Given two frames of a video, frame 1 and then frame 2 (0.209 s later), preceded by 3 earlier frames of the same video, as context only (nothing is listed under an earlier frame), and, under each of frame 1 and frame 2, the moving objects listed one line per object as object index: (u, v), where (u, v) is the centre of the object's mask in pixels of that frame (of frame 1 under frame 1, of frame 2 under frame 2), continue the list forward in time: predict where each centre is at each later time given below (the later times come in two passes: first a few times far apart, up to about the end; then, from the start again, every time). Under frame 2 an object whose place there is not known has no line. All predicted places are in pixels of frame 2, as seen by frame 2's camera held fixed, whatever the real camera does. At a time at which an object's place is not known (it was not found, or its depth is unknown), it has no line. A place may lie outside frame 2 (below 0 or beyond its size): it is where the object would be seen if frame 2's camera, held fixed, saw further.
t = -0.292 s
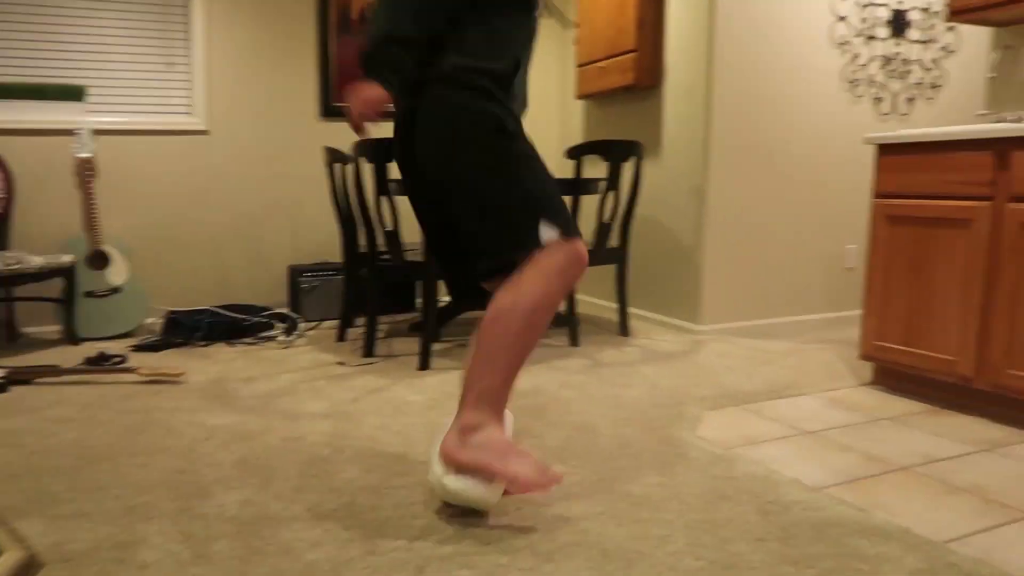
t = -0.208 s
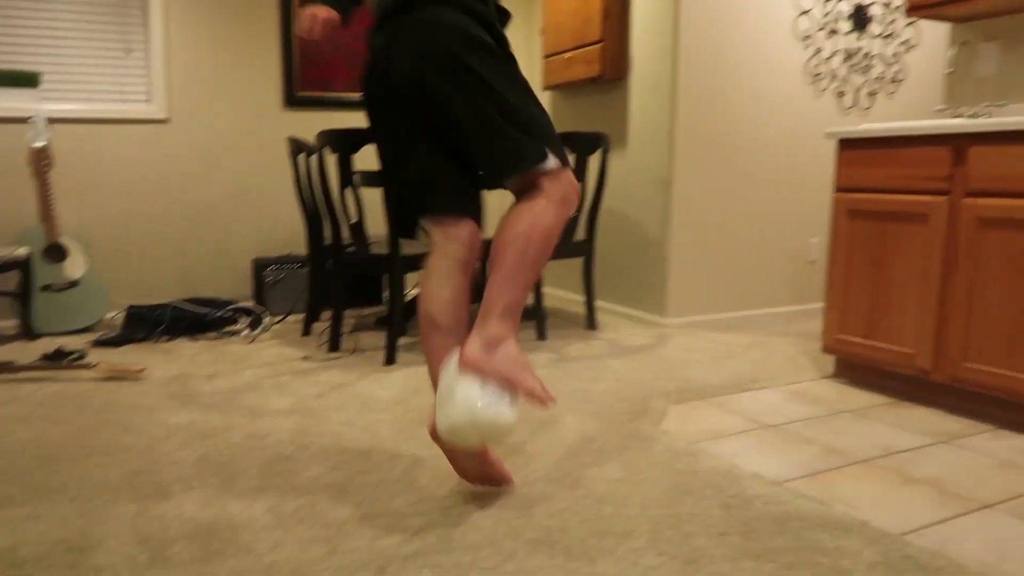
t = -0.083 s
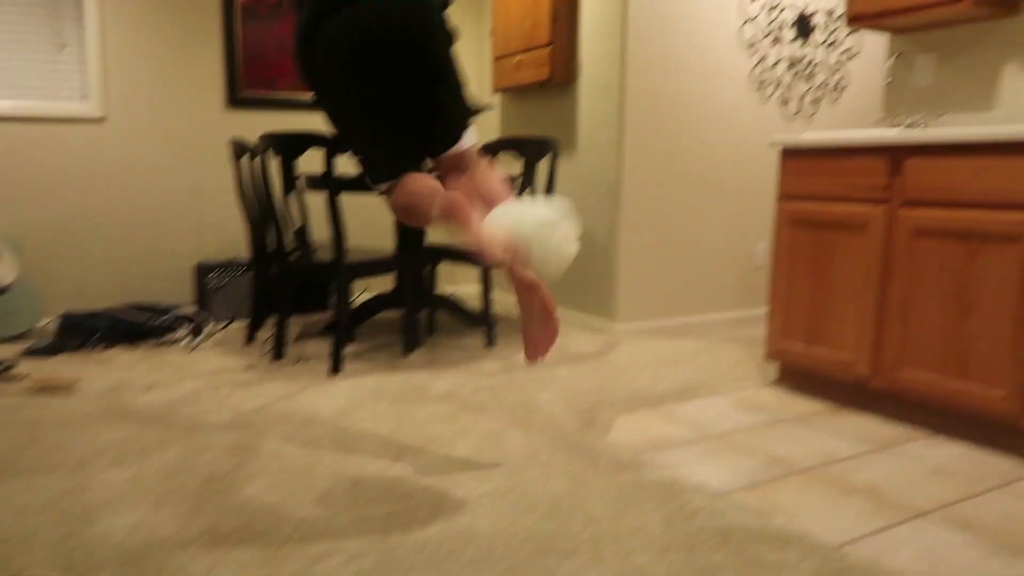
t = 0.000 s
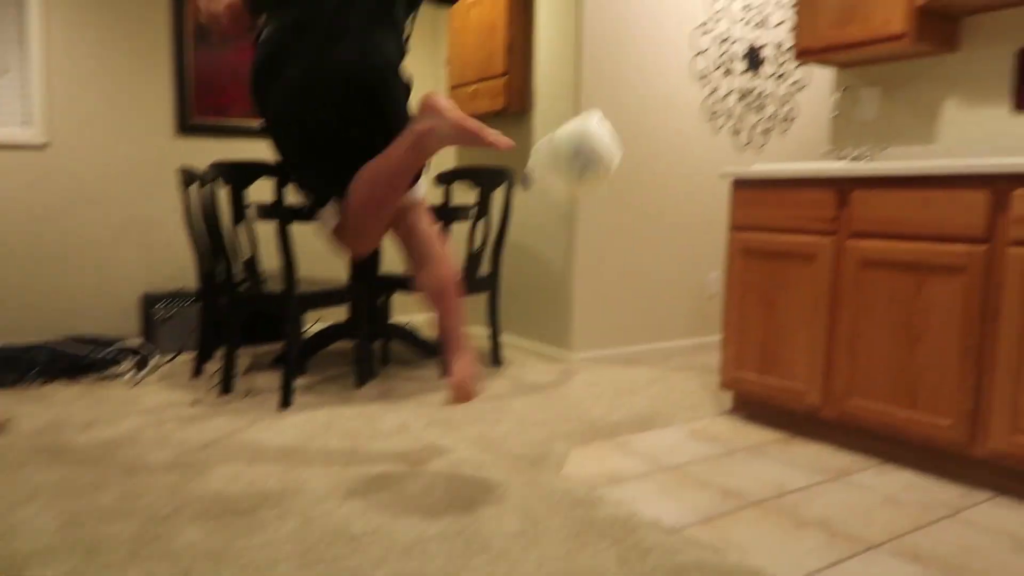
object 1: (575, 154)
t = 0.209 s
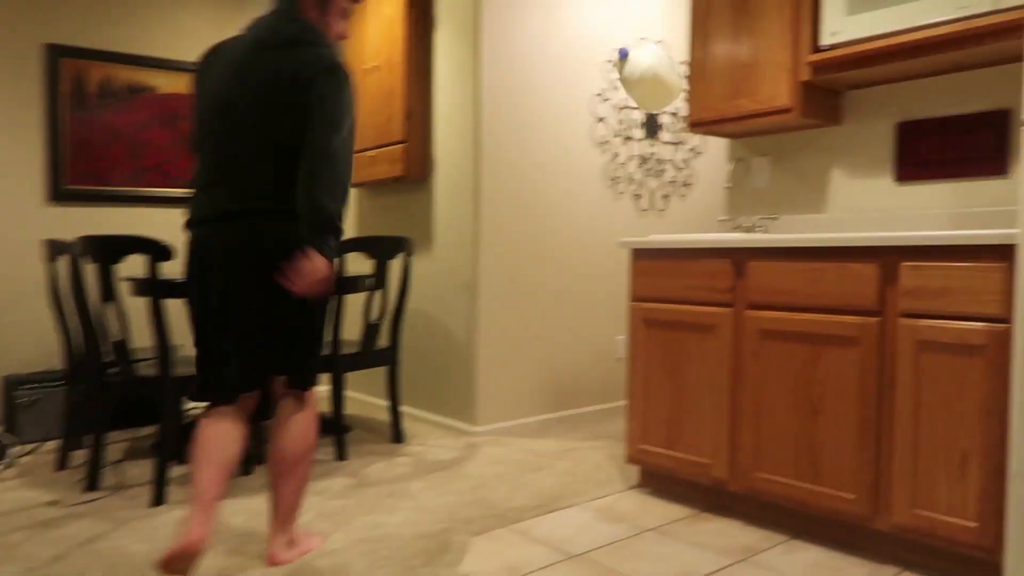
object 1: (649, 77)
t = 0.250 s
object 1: (671, 71)
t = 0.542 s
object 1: (649, 93)
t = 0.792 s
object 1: (588, 293)
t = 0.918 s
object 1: (549, 460)
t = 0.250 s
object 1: (671, 71)
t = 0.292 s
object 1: (690, 69)
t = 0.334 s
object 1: (685, 57)
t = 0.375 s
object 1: (684, 55)
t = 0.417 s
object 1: (676, 58)
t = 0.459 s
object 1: (668, 66)
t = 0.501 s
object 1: (658, 76)
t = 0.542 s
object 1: (649, 93)
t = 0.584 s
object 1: (641, 115)
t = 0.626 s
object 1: (633, 142)
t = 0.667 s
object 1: (622, 172)
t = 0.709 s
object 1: (620, 210)
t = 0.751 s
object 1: (609, 250)
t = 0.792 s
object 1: (588, 293)
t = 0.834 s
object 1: (571, 337)
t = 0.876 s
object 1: (561, 391)
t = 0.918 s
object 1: (549, 460)
